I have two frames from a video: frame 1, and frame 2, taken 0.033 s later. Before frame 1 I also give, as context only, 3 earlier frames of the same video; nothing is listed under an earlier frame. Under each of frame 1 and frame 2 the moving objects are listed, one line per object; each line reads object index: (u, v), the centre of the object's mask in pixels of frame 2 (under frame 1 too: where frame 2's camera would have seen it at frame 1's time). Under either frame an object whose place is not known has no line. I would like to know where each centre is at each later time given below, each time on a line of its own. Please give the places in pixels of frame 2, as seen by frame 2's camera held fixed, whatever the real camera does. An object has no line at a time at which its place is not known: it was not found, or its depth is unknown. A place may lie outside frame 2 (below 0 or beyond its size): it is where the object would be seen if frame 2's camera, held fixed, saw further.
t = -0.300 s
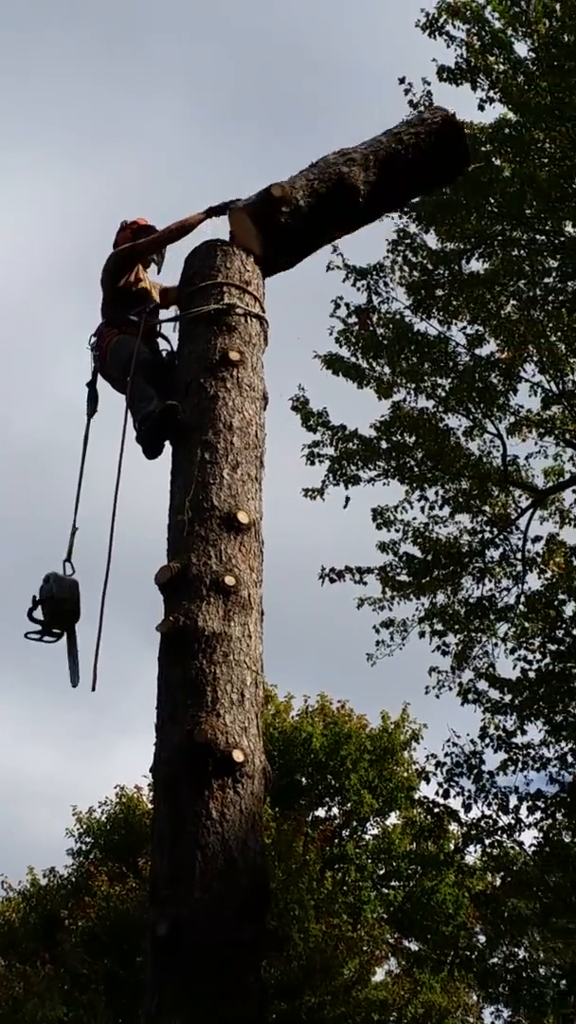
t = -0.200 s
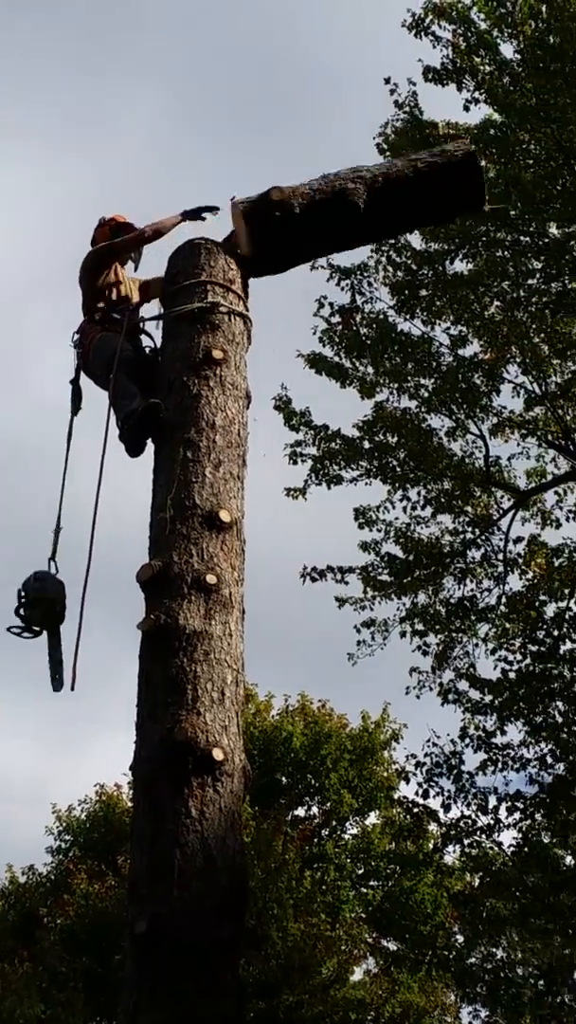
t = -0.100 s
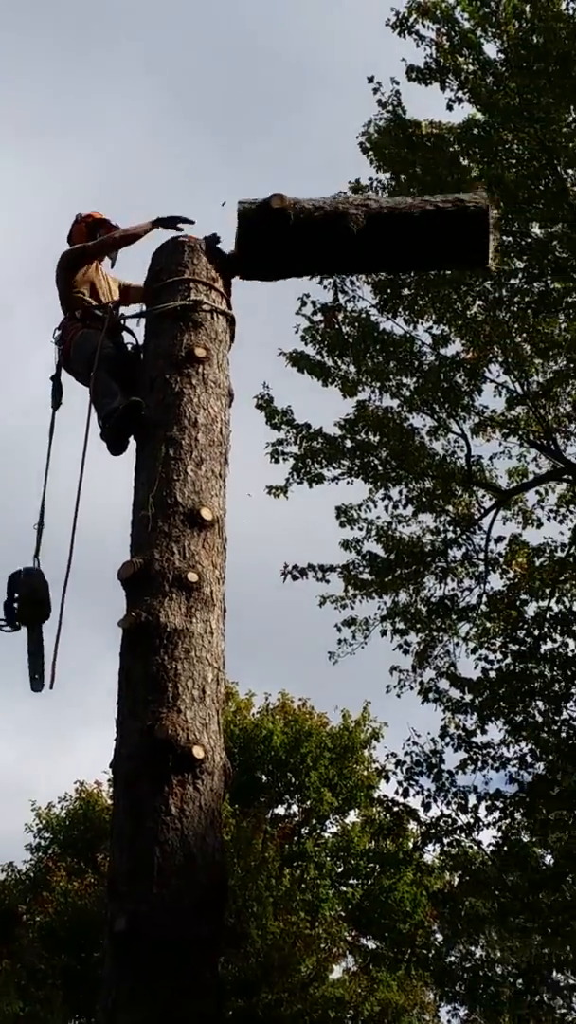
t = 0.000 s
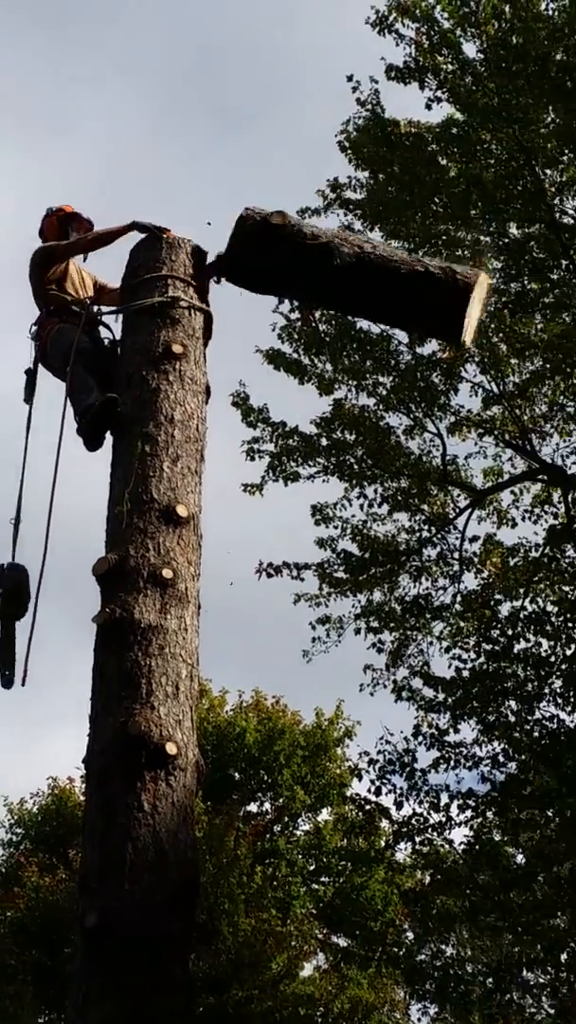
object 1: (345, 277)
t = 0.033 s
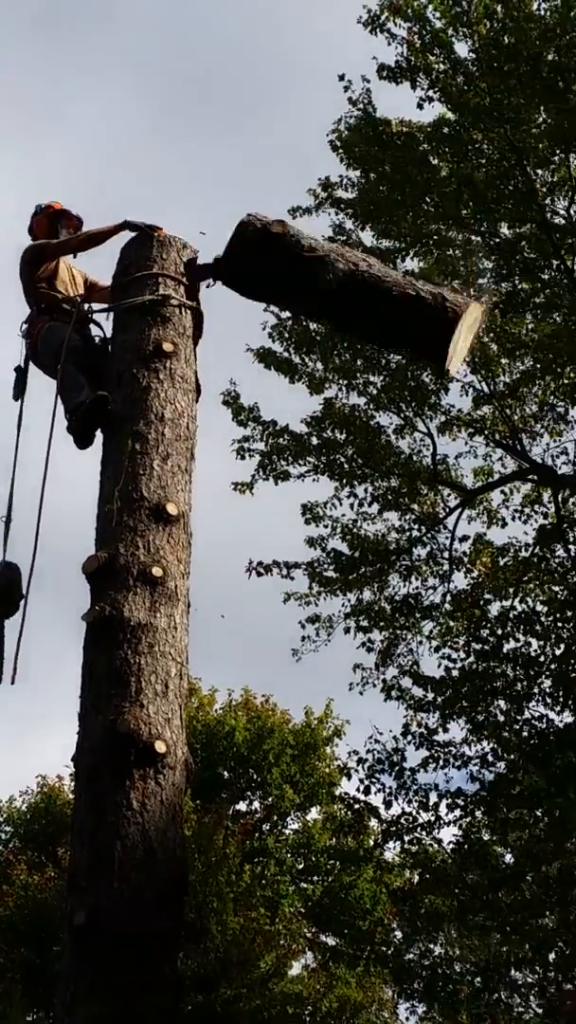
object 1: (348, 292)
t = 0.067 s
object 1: (351, 312)
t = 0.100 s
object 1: (352, 335)
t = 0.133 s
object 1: (352, 356)
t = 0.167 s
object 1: (352, 383)
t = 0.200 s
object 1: (352, 409)
